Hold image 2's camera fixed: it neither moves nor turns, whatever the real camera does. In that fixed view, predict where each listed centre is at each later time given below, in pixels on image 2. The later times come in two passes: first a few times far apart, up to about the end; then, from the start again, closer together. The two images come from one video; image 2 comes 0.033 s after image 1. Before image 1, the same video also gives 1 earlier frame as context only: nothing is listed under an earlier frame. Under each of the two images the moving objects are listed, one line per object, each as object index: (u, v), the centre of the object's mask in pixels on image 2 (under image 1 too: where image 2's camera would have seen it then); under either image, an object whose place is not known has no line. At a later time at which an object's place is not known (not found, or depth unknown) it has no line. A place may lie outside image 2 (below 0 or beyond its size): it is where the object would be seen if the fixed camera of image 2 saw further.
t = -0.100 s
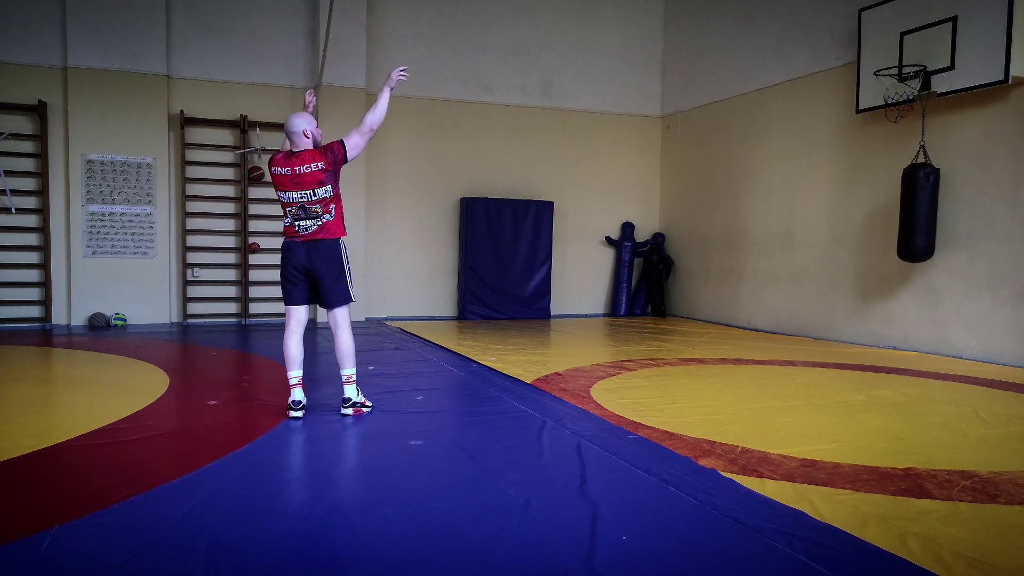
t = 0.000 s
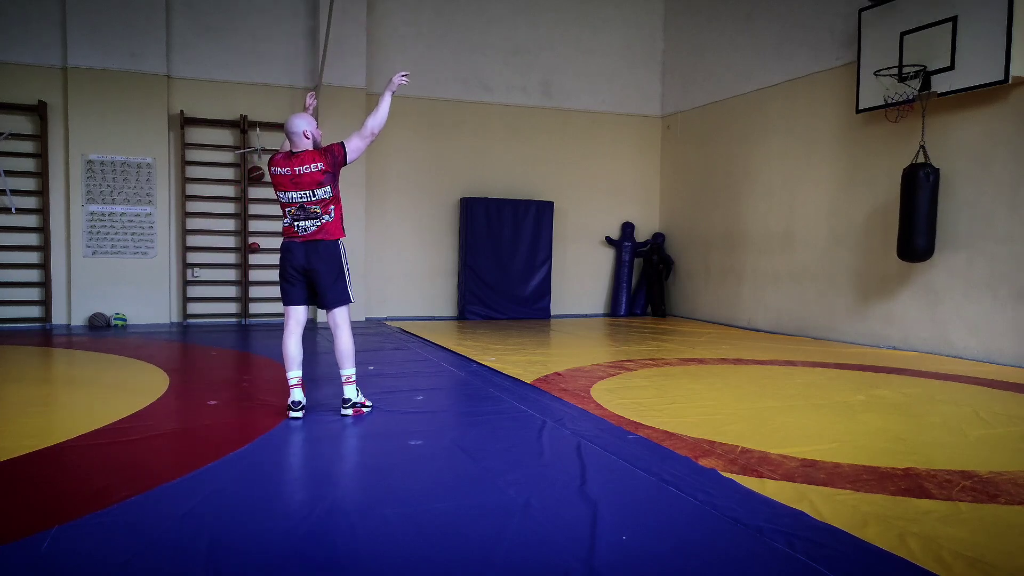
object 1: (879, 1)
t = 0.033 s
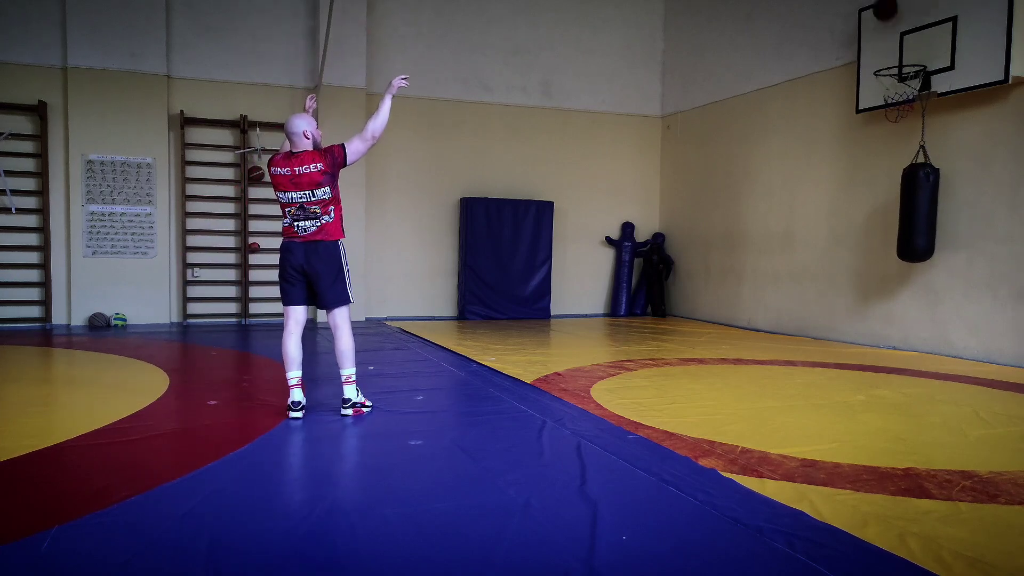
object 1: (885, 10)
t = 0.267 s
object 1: (841, 114)
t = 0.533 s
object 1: (768, 291)
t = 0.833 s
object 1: (701, 240)
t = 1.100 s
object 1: (640, 167)
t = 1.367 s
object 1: (571, 161)
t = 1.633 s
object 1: (499, 233)
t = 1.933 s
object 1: (412, 328)
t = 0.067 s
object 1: (893, 27)
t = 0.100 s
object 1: (888, 40)
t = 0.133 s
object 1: (878, 52)
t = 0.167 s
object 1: (869, 66)
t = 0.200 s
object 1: (860, 81)
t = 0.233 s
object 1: (851, 98)
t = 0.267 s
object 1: (841, 114)
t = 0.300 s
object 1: (832, 132)
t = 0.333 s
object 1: (823, 152)
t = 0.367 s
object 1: (814, 172)
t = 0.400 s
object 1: (804, 194)
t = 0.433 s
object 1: (795, 216)
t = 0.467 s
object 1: (786, 240)
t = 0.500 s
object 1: (777, 265)
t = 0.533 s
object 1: (768, 291)
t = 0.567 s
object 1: (759, 317)
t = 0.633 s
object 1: (743, 333)
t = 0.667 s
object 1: (736, 316)
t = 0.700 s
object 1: (730, 298)
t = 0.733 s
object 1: (723, 283)
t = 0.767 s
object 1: (716, 267)
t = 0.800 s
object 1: (709, 253)
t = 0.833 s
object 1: (701, 240)
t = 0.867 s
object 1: (694, 227)
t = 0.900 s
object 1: (687, 216)
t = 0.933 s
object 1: (679, 205)
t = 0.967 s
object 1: (671, 195)
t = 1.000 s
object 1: (664, 187)
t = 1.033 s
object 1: (656, 179)
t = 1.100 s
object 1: (640, 167)
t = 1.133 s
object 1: (631, 162)
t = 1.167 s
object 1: (623, 159)
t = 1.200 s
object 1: (615, 156)
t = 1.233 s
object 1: (606, 155)
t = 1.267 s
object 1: (598, 155)
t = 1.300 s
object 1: (589, 156)
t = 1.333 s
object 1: (580, 158)
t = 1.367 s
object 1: (571, 161)
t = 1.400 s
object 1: (563, 166)
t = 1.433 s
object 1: (554, 172)
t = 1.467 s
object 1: (544, 179)
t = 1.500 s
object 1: (535, 187)
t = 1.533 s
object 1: (526, 196)
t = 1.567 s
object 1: (517, 207)
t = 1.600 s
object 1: (508, 219)
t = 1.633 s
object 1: (499, 233)
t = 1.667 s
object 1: (489, 247)
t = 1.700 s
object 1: (479, 264)
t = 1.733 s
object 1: (469, 282)
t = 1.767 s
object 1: (459, 301)
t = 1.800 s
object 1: (450, 321)
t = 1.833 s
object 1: (440, 343)
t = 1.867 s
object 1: (430, 357)
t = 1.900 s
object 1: (420, 342)
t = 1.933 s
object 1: (412, 328)
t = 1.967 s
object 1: (402, 315)
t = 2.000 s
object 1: (392, 302)
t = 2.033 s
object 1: (382, 292)
